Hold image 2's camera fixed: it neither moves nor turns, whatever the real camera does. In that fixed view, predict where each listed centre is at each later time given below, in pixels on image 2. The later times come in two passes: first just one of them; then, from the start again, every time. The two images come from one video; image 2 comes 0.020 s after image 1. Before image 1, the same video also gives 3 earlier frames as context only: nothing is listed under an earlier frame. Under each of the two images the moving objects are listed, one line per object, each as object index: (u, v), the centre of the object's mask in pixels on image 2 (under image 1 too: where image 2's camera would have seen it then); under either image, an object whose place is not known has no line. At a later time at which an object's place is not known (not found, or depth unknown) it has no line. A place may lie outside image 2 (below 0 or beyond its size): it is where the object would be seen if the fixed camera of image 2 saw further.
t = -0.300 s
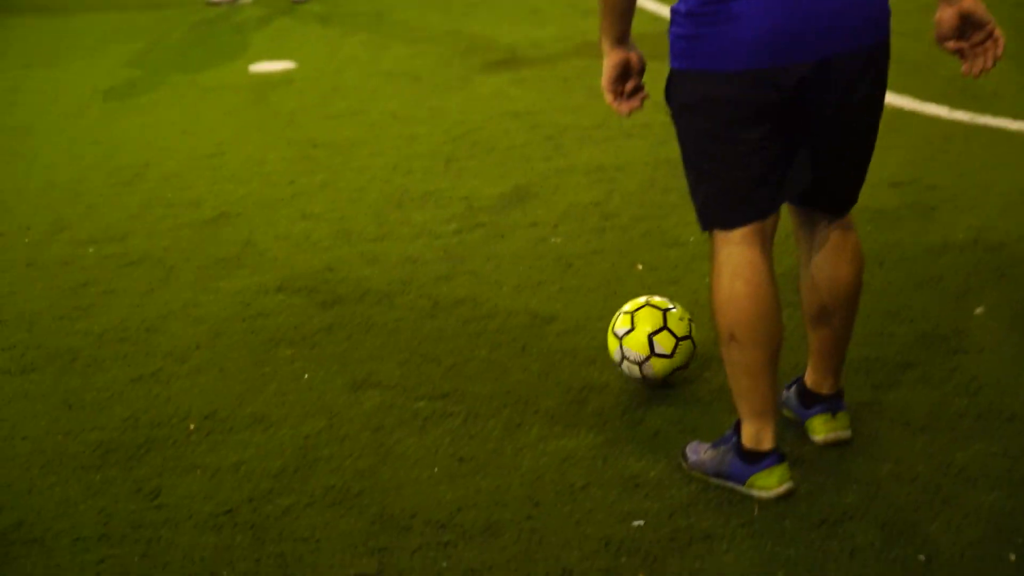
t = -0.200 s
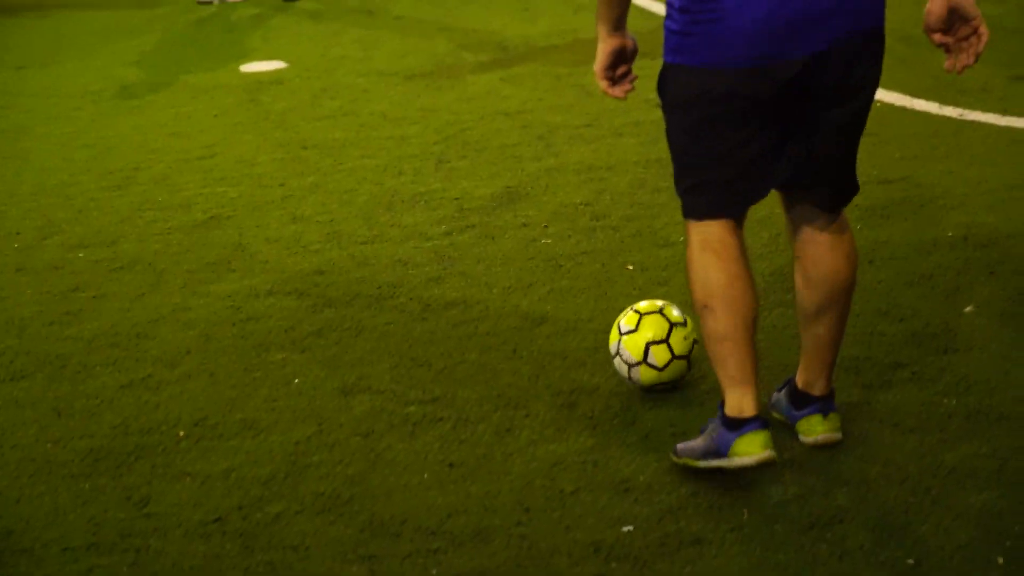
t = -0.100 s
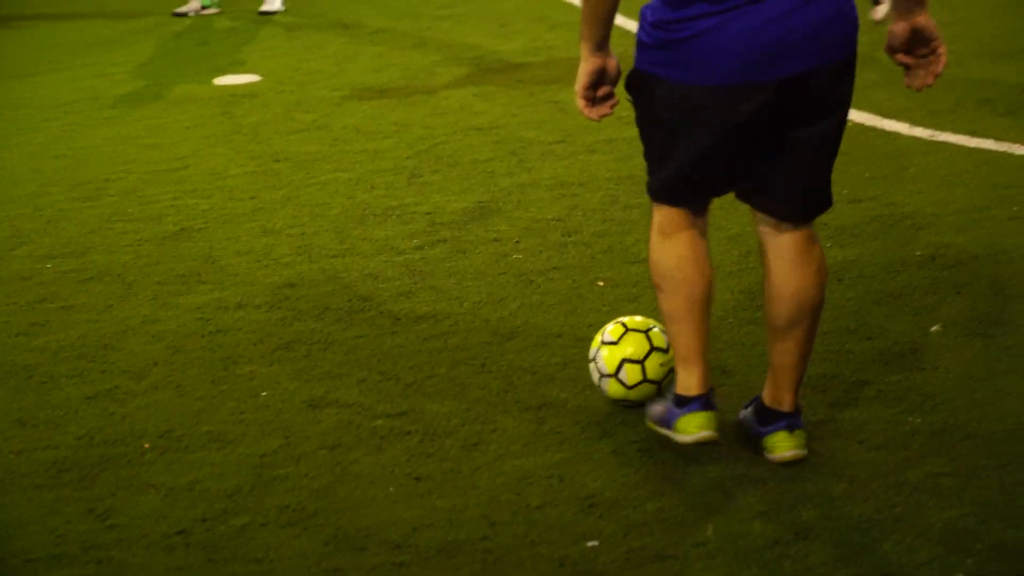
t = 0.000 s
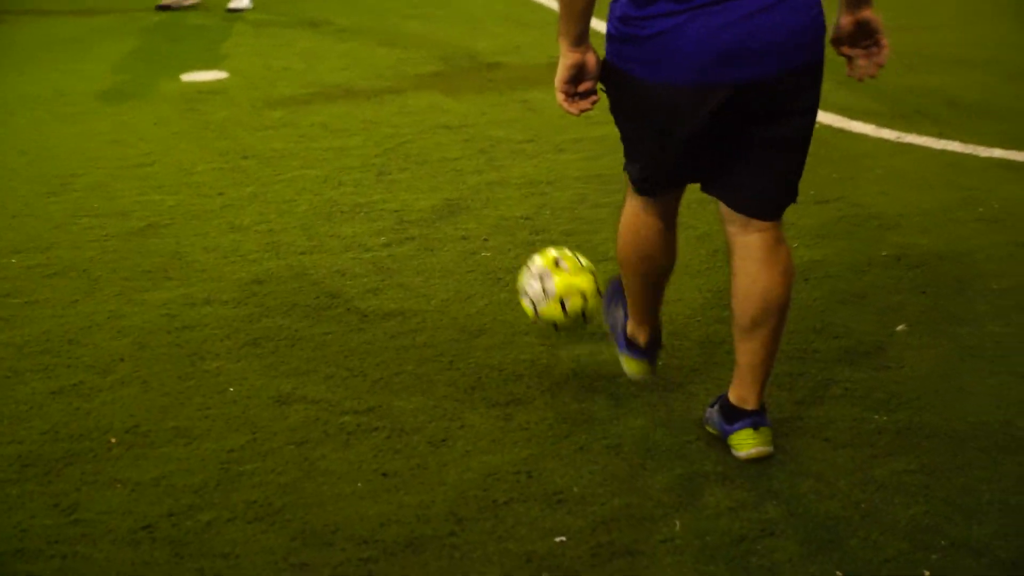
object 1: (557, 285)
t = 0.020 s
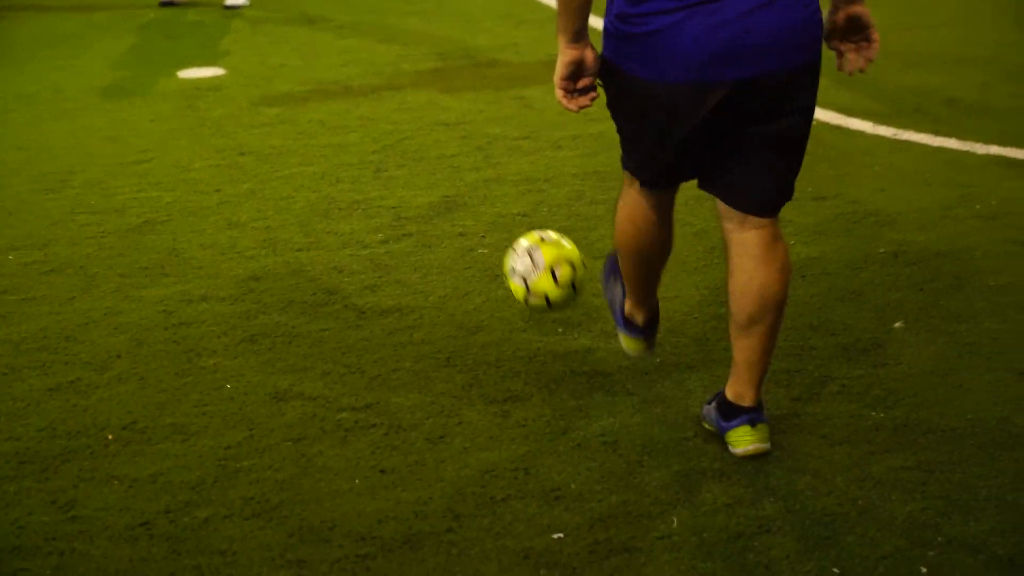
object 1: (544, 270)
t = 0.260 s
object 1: (443, 177)
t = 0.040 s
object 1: (533, 256)
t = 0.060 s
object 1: (522, 246)
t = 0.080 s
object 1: (512, 238)
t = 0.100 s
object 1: (502, 230)
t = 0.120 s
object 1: (493, 224)
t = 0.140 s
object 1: (483, 220)
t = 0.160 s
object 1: (475, 217)
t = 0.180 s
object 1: (467, 216)
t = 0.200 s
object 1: (460, 204)
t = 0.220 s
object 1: (454, 194)
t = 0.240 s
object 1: (448, 185)
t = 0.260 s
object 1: (443, 177)
